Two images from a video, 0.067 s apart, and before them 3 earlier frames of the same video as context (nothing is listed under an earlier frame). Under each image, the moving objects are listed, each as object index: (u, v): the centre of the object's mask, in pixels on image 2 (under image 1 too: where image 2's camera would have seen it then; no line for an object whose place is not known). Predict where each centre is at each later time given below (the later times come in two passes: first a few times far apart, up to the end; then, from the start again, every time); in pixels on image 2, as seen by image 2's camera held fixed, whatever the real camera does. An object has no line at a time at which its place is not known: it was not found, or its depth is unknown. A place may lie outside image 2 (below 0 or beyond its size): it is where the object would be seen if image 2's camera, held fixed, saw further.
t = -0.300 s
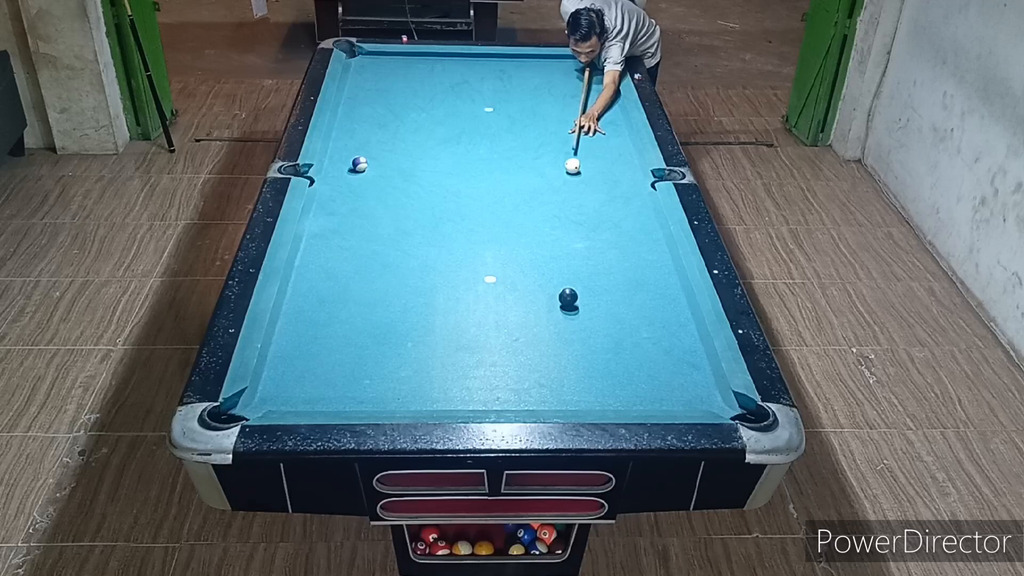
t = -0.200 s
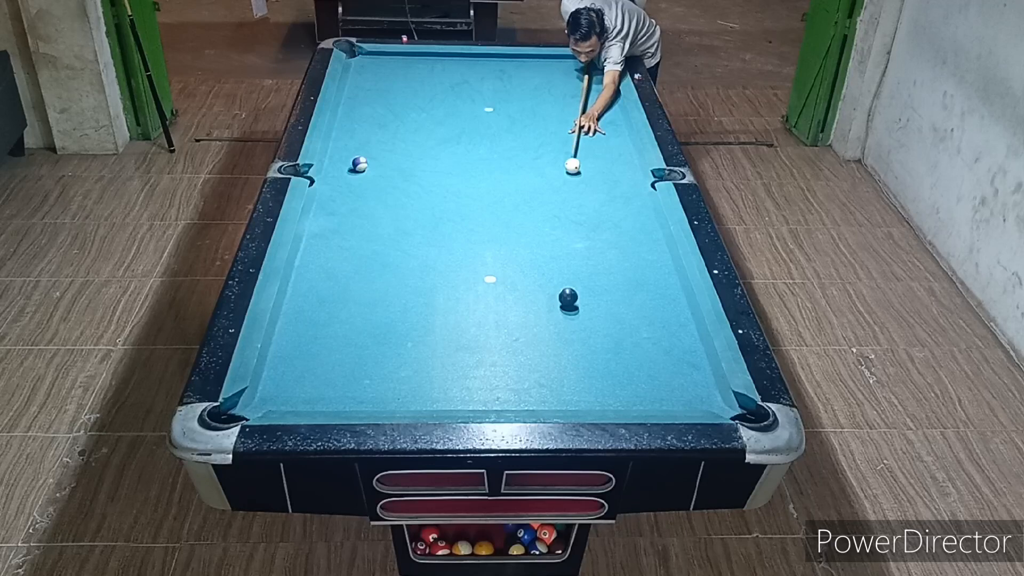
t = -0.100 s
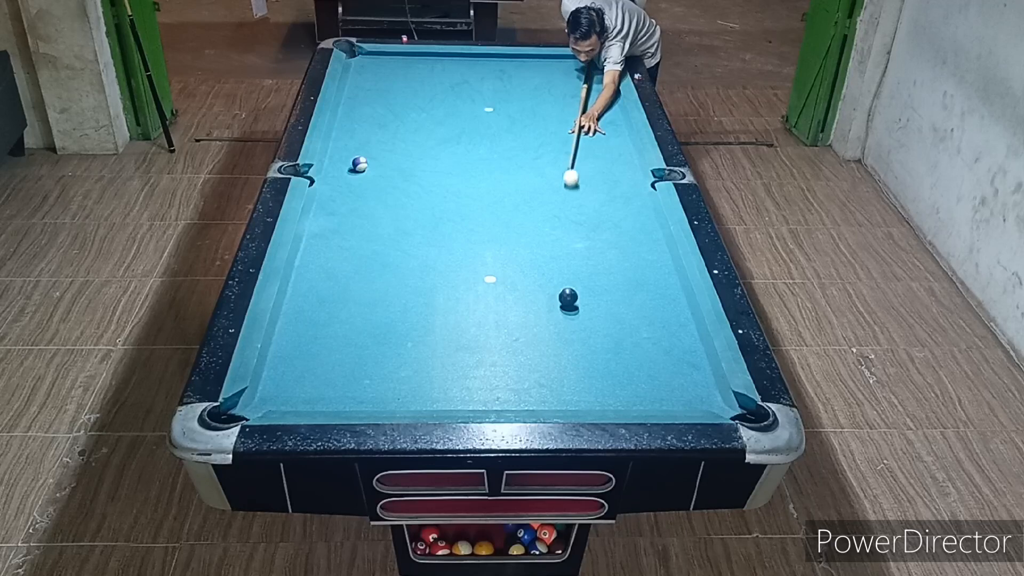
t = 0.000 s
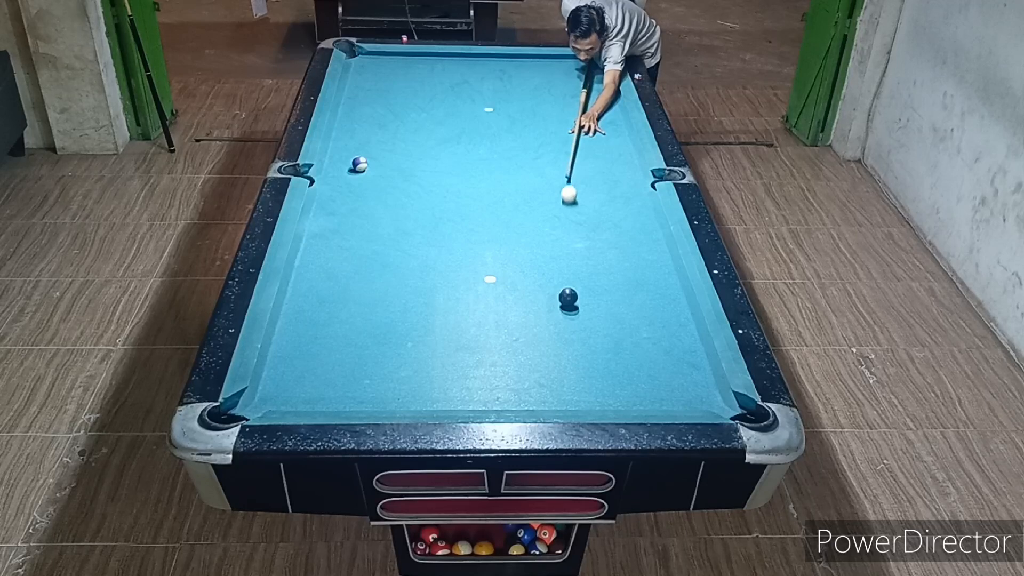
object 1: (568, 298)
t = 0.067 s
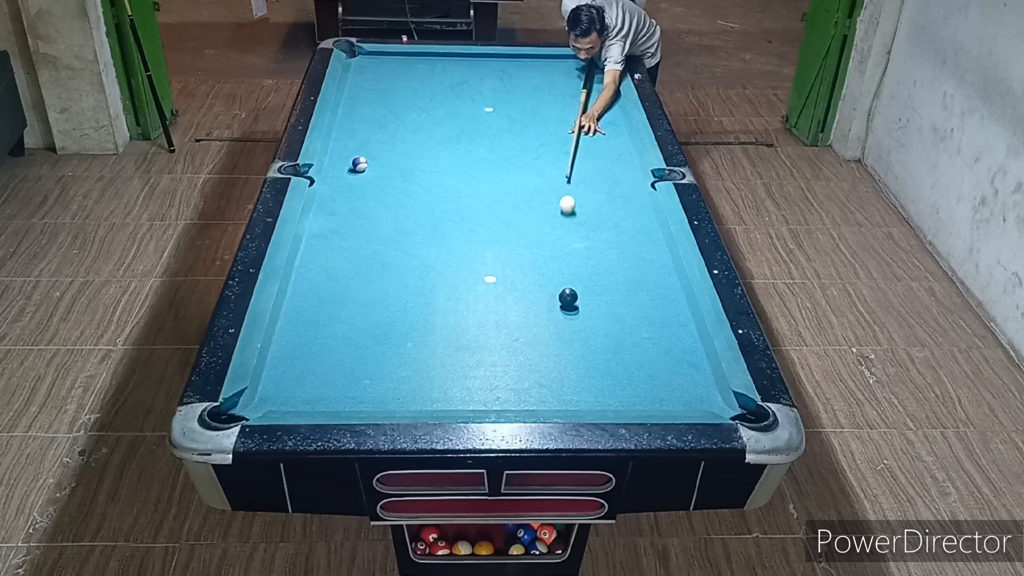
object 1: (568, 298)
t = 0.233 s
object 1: (568, 298)
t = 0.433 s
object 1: (568, 298)
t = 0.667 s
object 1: (584, 310)
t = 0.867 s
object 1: (603, 326)
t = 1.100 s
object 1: (627, 345)
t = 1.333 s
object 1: (651, 364)
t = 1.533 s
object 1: (672, 380)
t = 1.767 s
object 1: (696, 399)
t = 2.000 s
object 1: (715, 403)
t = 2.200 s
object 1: (726, 399)
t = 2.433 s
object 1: (721, 401)
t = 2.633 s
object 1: (716, 402)
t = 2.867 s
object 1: (712, 402)
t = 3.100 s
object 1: (710, 402)
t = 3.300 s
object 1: (710, 402)
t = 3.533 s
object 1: (712, 403)
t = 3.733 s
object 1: (712, 403)
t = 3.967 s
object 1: (712, 403)
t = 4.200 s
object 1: (712, 403)
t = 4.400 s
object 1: (712, 403)
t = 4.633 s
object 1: (712, 403)
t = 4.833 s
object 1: (712, 403)
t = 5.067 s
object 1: (712, 403)
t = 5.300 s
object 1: (712, 403)
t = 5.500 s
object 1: (712, 403)
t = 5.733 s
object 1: (712, 403)
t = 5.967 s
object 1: (712, 403)
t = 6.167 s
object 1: (712, 403)
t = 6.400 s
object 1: (712, 403)
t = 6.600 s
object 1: (712, 403)
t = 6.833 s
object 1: (712, 403)
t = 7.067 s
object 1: (712, 403)
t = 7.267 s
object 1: (712, 403)
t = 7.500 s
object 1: (712, 403)
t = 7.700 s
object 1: (712, 403)
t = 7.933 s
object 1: (712, 403)
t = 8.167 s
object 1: (712, 403)
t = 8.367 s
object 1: (712, 403)
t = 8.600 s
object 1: (712, 403)
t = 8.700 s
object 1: (712, 403)
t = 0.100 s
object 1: (568, 297)
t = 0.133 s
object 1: (568, 298)
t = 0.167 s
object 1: (568, 297)
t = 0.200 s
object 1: (568, 298)
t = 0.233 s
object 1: (568, 298)
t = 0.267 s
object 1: (568, 298)
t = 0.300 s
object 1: (568, 298)
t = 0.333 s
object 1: (568, 298)
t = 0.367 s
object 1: (568, 298)
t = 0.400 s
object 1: (568, 298)
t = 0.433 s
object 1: (568, 298)
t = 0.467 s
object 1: (568, 298)
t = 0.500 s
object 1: (568, 298)
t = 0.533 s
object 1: (569, 298)
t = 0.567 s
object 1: (573, 302)
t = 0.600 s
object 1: (577, 305)
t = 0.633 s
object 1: (580, 308)
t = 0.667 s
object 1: (584, 310)
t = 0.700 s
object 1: (587, 313)
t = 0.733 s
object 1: (590, 316)
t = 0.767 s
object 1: (594, 318)
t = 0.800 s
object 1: (597, 321)
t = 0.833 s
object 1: (600, 324)
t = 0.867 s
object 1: (603, 326)
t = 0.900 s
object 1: (607, 329)
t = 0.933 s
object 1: (610, 332)
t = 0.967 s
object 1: (614, 335)
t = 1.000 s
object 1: (617, 337)
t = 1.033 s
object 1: (620, 339)
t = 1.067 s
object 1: (624, 342)
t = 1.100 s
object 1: (627, 345)
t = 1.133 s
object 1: (631, 348)
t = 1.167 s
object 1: (634, 351)
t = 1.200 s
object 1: (637, 354)
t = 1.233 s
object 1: (641, 356)
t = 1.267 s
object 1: (644, 359)
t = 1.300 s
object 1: (647, 362)
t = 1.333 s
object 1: (651, 364)
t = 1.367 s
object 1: (655, 367)
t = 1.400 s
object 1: (658, 369)
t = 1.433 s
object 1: (661, 372)
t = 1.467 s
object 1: (665, 375)
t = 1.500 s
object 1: (669, 378)
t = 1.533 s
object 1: (672, 380)
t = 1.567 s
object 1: (675, 383)
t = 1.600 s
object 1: (679, 386)
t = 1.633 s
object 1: (682, 388)
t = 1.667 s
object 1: (686, 391)
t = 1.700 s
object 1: (689, 393)
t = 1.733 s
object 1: (693, 396)
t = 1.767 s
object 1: (696, 399)
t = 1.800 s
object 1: (700, 400)
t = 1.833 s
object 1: (704, 402)
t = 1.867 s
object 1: (707, 403)
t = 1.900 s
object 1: (709, 403)
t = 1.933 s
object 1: (711, 403)
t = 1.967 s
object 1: (713, 403)
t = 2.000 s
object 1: (715, 403)
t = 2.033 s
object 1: (717, 402)
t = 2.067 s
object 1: (719, 402)
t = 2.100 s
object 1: (721, 401)
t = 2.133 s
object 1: (722, 401)
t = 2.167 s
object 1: (724, 400)
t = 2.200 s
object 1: (726, 399)
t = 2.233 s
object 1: (726, 399)
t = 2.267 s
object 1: (726, 399)
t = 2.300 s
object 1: (725, 400)
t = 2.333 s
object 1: (724, 400)
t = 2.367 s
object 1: (723, 400)
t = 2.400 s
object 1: (722, 401)
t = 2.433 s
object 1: (721, 401)
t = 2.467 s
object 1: (720, 401)
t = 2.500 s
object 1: (719, 401)
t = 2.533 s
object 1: (719, 401)
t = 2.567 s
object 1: (718, 401)
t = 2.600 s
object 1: (717, 401)
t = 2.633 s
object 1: (716, 402)
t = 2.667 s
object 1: (715, 401)
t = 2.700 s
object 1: (715, 401)
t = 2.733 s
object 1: (714, 401)
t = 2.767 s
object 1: (713, 401)
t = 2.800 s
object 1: (713, 402)
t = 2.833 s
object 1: (712, 401)
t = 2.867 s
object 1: (712, 402)
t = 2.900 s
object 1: (712, 402)
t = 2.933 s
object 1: (711, 402)
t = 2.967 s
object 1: (711, 402)
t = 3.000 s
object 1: (711, 402)
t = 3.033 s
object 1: (711, 402)
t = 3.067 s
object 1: (710, 402)
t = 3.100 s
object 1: (710, 402)
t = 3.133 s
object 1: (710, 402)
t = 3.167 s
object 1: (710, 402)
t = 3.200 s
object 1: (710, 402)
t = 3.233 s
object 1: (710, 402)
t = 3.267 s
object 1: (710, 402)
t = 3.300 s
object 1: (710, 402)
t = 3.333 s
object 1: (710, 402)
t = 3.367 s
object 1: (711, 402)
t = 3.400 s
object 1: (711, 402)
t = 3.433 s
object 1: (711, 403)
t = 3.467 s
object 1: (711, 403)
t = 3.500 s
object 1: (711, 403)
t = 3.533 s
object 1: (712, 403)
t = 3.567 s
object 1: (712, 403)
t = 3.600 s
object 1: (712, 403)
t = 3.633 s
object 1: (712, 403)
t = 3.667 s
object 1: (712, 403)
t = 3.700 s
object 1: (712, 403)
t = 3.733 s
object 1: (712, 403)
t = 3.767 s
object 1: (712, 403)
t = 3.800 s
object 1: (712, 403)
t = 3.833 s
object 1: (712, 403)
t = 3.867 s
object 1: (712, 403)
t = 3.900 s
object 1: (712, 403)
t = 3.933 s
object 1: (712, 403)
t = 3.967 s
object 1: (712, 403)
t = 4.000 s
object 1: (712, 403)
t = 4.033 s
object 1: (712, 403)
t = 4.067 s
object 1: (712, 403)
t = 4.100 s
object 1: (712, 403)
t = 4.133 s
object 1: (712, 403)
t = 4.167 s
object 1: (712, 403)
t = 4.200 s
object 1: (712, 403)
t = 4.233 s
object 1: (712, 403)
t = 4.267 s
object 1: (712, 403)
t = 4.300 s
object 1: (712, 403)
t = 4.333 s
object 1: (712, 403)
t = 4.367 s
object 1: (712, 403)
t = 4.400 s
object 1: (712, 403)
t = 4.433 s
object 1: (712, 403)
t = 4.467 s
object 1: (712, 403)
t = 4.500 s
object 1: (712, 403)
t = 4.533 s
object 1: (712, 403)
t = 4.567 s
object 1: (712, 403)
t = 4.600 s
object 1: (712, 403)
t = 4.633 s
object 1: (712, 403)
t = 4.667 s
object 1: (712, 403)
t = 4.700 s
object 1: (712, 403)
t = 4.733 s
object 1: (712, 403)
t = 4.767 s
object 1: (712, 403)
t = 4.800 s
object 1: (712, 403)
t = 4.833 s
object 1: (712, 403)
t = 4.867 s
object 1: (712, 403)
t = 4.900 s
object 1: (712, 403)
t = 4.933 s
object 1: (712, 403)
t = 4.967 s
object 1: (712, 403)
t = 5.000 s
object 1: (712, 403)
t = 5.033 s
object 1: (712, 403)
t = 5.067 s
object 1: (712, 403)
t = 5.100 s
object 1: (712, 403)
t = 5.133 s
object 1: (712, 403)
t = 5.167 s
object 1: (712, 403)
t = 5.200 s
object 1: (712, 403)
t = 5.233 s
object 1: (712, 403)
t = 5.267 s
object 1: (712, 403)
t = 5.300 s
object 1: (712, 403)
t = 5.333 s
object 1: (712, 403)
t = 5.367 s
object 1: (712, 403)
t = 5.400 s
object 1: (712, 403)
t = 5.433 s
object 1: (712, 403)
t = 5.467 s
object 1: (712, 403)
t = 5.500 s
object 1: (712, 403)
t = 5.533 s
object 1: (712, 403)
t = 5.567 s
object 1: (712, 403)
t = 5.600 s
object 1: (712, 403)
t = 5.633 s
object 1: (712, 403)
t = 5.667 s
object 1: (712, 403)
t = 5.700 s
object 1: (712, 403)
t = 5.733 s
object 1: (712, 403)
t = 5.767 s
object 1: (712, 403)
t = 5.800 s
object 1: (712, 403)
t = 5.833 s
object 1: (712, 403)
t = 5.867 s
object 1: (712, 403)
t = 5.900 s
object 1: (712, 403)
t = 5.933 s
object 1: (712, 403)
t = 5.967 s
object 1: (712, 403)
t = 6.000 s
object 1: (712, 403)
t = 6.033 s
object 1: (712, 403)
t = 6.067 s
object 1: (712, 403)
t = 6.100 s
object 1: (712, 403)
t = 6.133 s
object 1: (712, 403)
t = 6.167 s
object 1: (712, 403)
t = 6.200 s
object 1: (712, 403)
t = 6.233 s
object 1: (712, 403)
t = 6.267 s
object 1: (712, 403)
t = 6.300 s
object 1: (712, 403)
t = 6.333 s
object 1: (712, 403)
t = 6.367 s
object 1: (712, 403)
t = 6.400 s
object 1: (712, 403)
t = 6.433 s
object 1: (712, 403)
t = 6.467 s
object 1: (712, 403)
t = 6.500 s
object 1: (712, 403)
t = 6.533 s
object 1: (712, 403)
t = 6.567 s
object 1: (712, 403)
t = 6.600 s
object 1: (712, 403)
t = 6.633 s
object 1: (712, 403)
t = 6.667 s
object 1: (712, 403)
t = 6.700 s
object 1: (712, 403)
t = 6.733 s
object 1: (712, 403)
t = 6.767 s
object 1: (712, 403)
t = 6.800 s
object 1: (712, 403)
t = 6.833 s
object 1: (712, 403)
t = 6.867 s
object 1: (712, 403)
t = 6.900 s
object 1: (712, 403)
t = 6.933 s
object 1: (712, 403)
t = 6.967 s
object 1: (712, 403)
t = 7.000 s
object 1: (712, 403)
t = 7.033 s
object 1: (712, 403)
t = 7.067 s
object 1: (712, 403)
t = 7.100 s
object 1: (712, 403)
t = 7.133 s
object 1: (712, 403)
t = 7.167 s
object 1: (712, 403)
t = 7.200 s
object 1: (712, 403)
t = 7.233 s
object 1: (712, 403)
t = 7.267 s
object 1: (712, 403)
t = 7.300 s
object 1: (712, 403)
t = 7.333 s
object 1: (712, 403)
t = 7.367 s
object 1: (712, 403)
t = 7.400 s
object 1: (712, 403)
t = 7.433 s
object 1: (712, 403)
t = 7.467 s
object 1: (712, 403)
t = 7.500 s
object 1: (712, 403)
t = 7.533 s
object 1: (712, 403)
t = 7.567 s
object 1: (712, 403)
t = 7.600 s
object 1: (712, 403)
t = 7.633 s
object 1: (712, 403)
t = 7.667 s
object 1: (712, 403)
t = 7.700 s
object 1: (712, 403)
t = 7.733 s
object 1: (712, 403)
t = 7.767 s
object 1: (712, 403)
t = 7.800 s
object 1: (712, 403)
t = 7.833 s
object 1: (712, 403)
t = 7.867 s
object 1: (712, 403)
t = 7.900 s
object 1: (712, 403)
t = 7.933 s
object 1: (712, 403)
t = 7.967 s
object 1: (712, 403)
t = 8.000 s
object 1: (712, 403)
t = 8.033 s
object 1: (712, 403)
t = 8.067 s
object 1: (712, 403)
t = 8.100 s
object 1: (712, 403)
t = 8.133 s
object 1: (712, 403)
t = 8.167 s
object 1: (712, 403)
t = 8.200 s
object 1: (712, 403)
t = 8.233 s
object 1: (712, 403)
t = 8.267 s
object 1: (712, 403)
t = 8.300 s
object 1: (712, 403)
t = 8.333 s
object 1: (712, 403)
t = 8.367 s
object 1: (712, 403)
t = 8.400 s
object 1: (712, 403)
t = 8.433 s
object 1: (712, 403)
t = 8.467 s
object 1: (712, 403)
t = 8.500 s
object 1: (712, 403)
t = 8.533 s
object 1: (712, 403)
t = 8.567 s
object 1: (712, 403)
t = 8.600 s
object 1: (712, 403)
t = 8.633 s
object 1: (712, 403)
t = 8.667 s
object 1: (712, 403)
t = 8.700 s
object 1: (712, 403)
